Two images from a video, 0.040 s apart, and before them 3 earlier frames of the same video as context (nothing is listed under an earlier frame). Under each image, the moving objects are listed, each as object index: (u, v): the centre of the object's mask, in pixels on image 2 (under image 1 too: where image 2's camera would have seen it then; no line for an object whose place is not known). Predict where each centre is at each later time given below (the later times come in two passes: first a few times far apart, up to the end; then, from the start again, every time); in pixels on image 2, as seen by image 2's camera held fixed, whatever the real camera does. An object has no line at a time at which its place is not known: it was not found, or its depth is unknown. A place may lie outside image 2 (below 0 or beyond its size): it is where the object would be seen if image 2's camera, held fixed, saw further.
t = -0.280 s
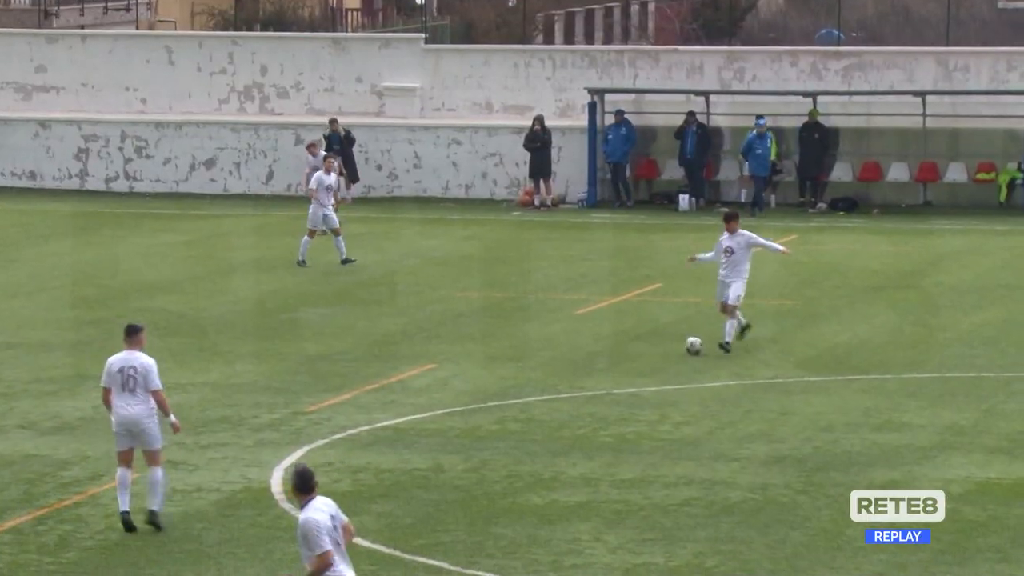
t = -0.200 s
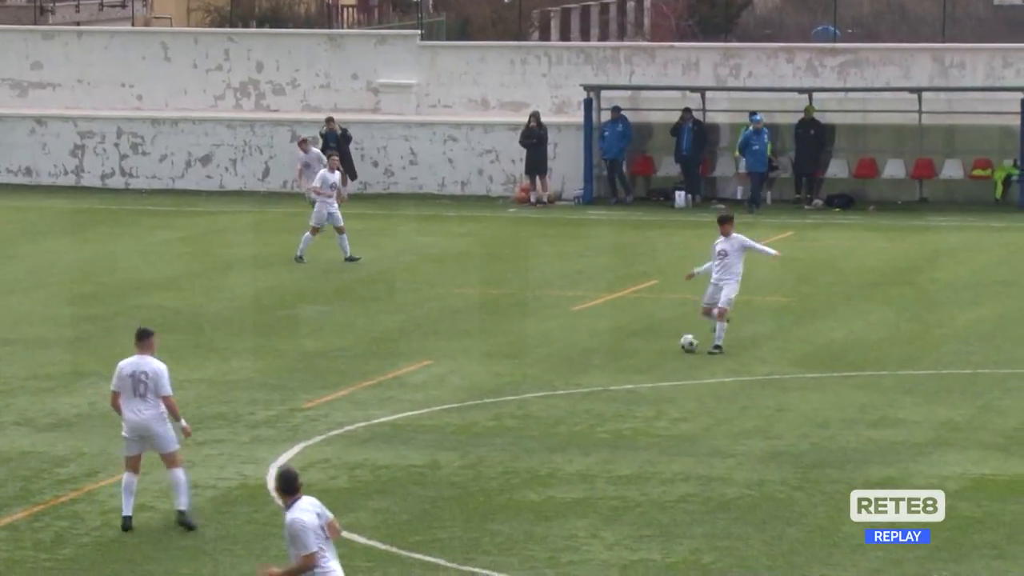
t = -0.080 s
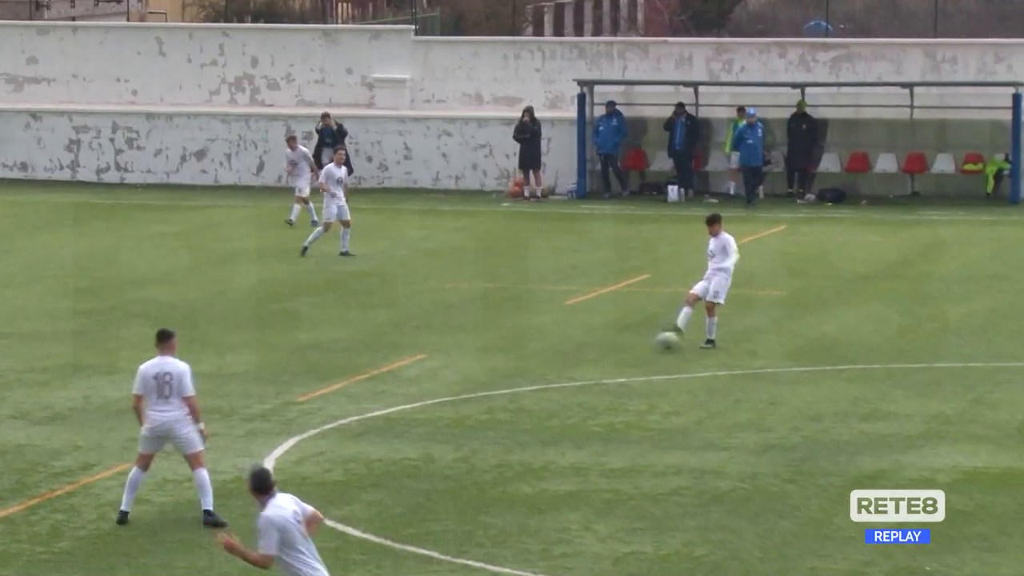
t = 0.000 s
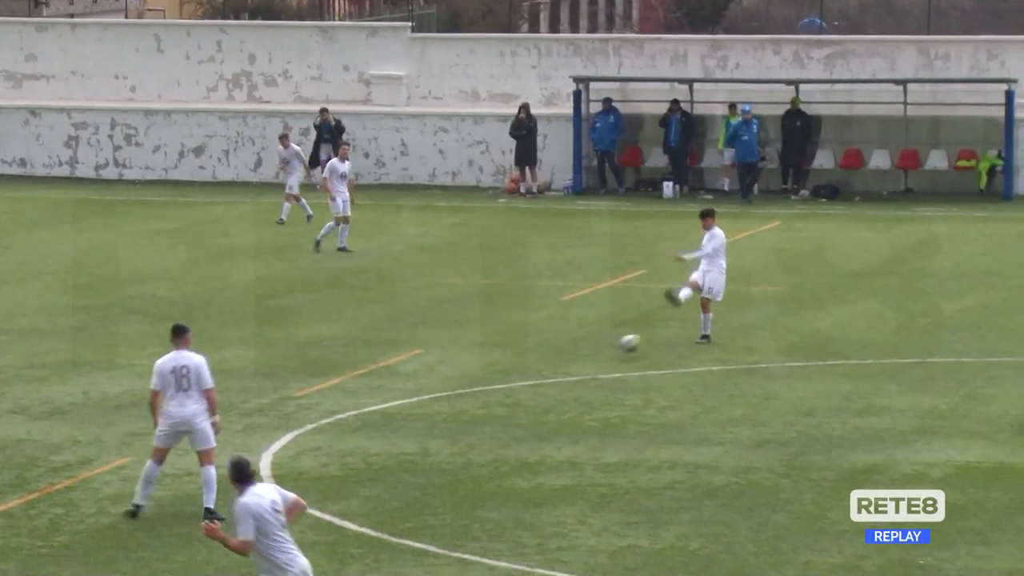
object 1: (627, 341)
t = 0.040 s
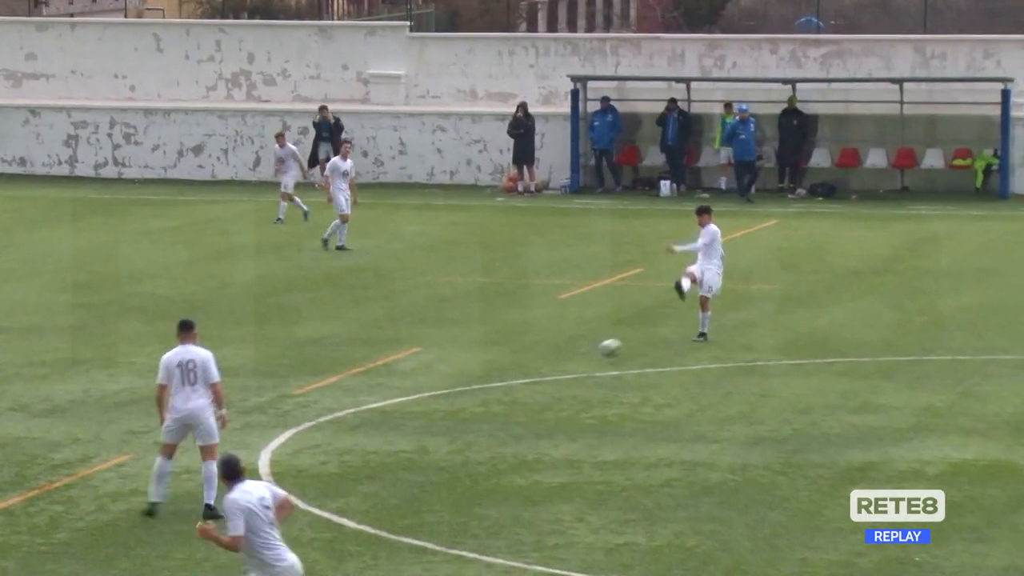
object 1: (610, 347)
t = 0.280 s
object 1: (520, 377)
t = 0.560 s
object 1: (429, 413)
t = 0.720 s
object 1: (380, 457)
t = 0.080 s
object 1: (594, 355)
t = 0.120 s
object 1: (577, 365)
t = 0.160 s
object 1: (564, 366)
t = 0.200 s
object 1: (548, 368)
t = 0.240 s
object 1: (534, 371)
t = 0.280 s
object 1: (520, 377)
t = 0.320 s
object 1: (506, 386)
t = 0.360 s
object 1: (490, 398)
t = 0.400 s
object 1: (478, 405)
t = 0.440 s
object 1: (466, 403)
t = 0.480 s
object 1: (453, 404)
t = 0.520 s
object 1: (441, 407)
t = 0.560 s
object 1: (429, 413)
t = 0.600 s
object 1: (416, 420)
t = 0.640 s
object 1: (405, 431)
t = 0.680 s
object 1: (392, 443)
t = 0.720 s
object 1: (380, 457)
